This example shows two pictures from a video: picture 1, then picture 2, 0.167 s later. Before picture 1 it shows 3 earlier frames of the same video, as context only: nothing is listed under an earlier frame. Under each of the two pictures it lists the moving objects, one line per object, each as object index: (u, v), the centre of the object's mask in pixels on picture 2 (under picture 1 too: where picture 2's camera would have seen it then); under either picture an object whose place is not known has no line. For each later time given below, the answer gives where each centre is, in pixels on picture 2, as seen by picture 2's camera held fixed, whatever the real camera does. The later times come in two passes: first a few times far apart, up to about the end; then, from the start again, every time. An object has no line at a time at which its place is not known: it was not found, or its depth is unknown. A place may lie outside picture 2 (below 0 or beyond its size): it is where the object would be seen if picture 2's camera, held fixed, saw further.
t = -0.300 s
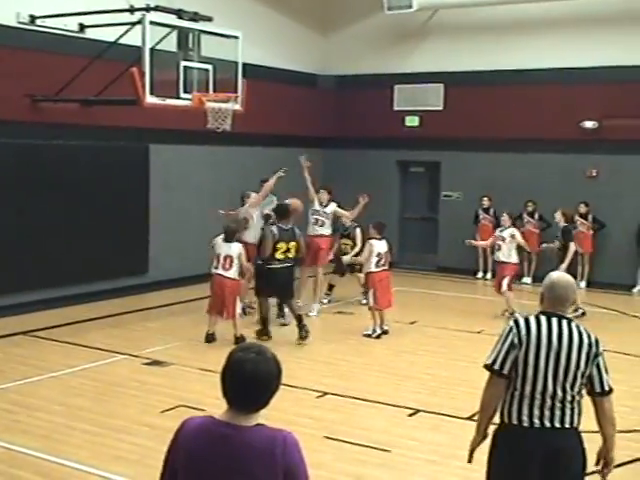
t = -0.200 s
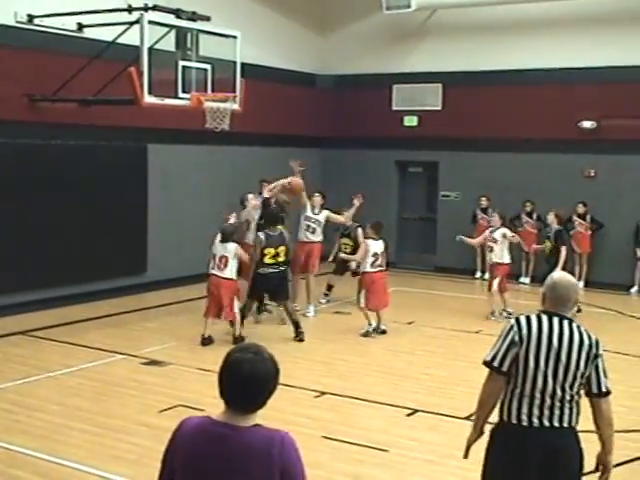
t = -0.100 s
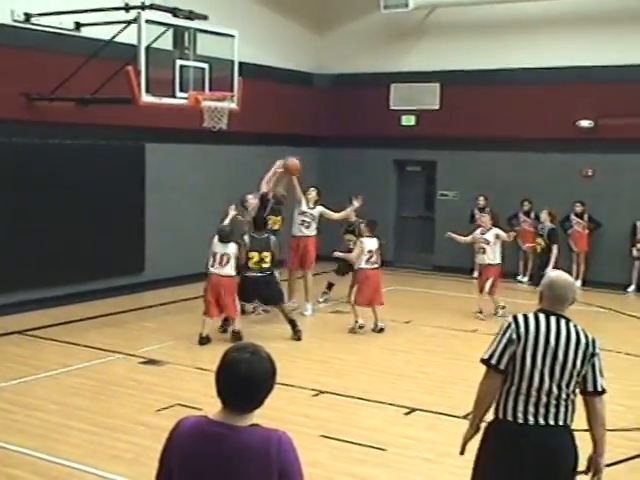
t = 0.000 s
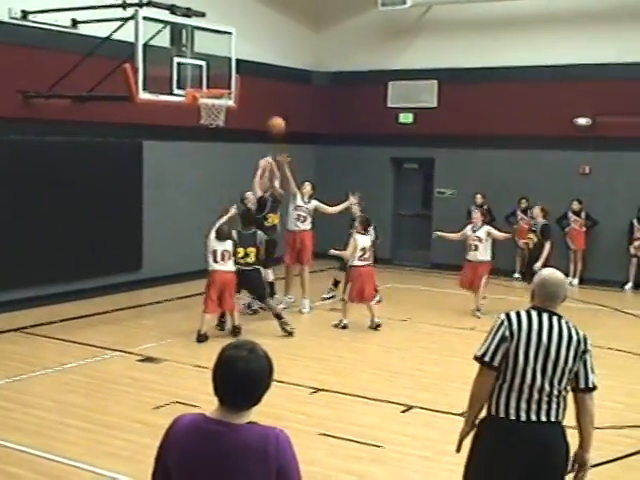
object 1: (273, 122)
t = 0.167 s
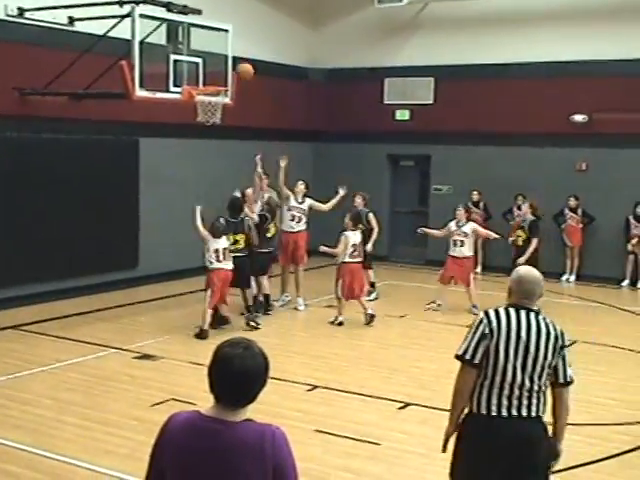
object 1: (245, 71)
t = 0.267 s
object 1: (227, 51)
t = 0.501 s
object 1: (220, 44)
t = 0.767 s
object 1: (238, 78)
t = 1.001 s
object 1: (264, 96)
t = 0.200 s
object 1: (239, 62)
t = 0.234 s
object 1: (233, 56)
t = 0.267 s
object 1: (227, 51)
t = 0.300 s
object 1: (220, 45)
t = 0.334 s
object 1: (216, 40)
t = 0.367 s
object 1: (213, 38)
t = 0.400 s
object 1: (215, 38)
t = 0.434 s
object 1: (217, 40)
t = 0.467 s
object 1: (218, 41)
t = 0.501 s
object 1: (220, 44)
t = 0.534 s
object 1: (221, 48)
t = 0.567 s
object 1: (223, 52)
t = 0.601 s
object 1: (226, 57)
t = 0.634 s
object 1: (228, 63)
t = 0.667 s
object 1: (230, 71)
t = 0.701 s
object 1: (231, 79)
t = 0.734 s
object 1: (234, 78)
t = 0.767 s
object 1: (238, 78)
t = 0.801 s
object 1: (242, 77)
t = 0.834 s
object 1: (245, 78)
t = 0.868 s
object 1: (249, 80)
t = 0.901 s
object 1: (252, 83)
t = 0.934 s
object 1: (256, 86)
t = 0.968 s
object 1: (260, 90)
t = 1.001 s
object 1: (264, 96)
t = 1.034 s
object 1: (267, 103)
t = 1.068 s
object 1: (271, 109)
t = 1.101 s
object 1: (274, 118)
